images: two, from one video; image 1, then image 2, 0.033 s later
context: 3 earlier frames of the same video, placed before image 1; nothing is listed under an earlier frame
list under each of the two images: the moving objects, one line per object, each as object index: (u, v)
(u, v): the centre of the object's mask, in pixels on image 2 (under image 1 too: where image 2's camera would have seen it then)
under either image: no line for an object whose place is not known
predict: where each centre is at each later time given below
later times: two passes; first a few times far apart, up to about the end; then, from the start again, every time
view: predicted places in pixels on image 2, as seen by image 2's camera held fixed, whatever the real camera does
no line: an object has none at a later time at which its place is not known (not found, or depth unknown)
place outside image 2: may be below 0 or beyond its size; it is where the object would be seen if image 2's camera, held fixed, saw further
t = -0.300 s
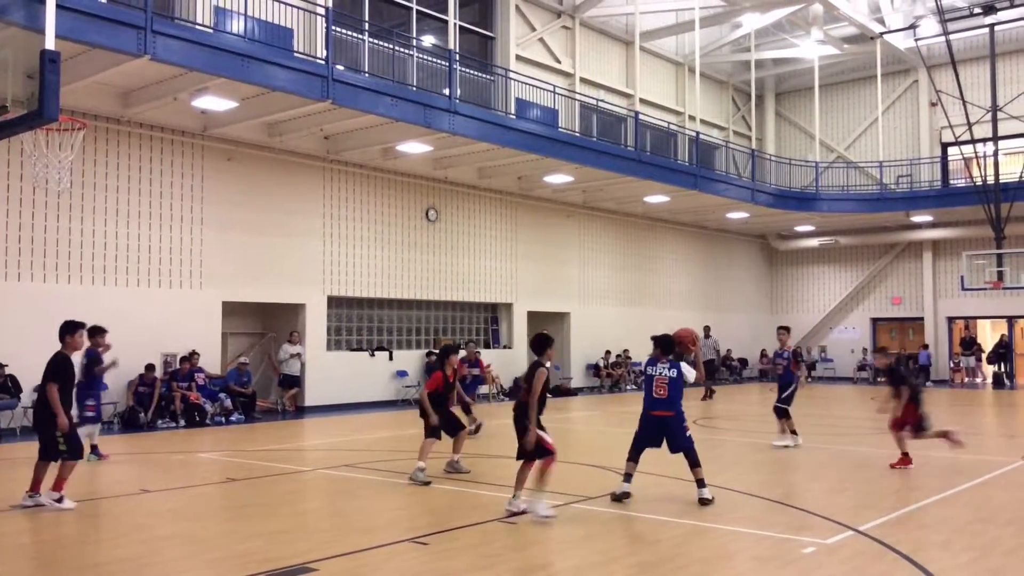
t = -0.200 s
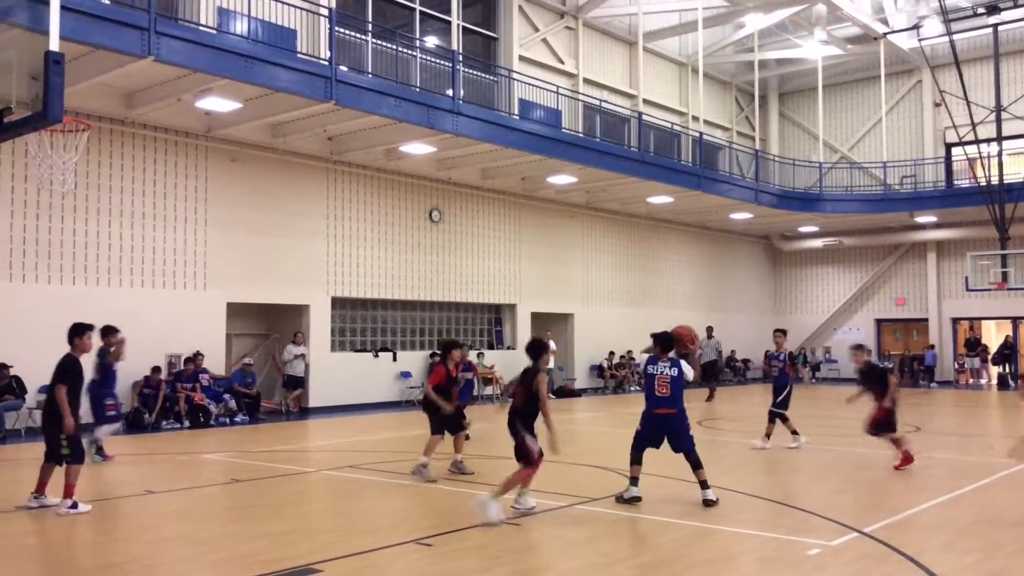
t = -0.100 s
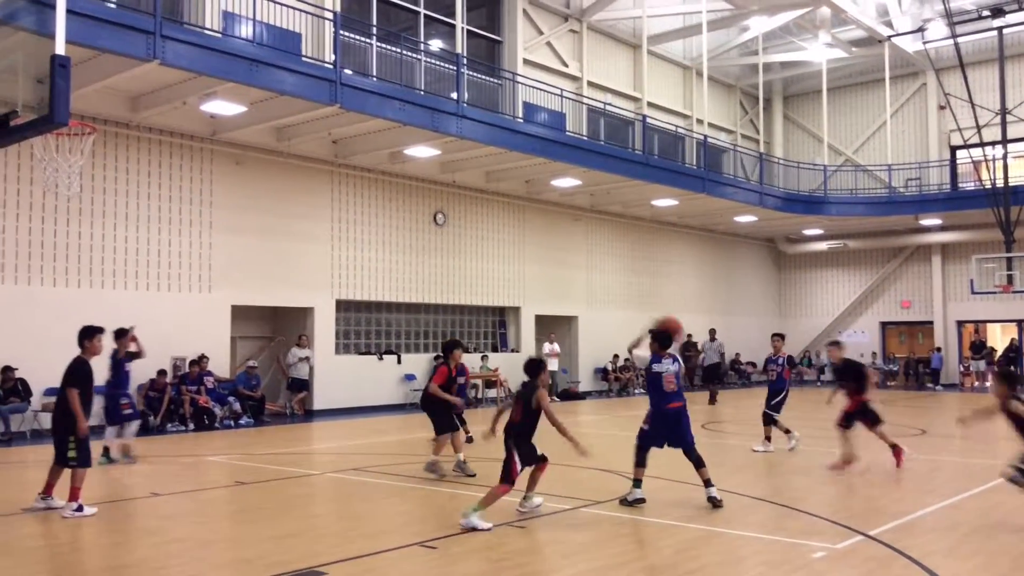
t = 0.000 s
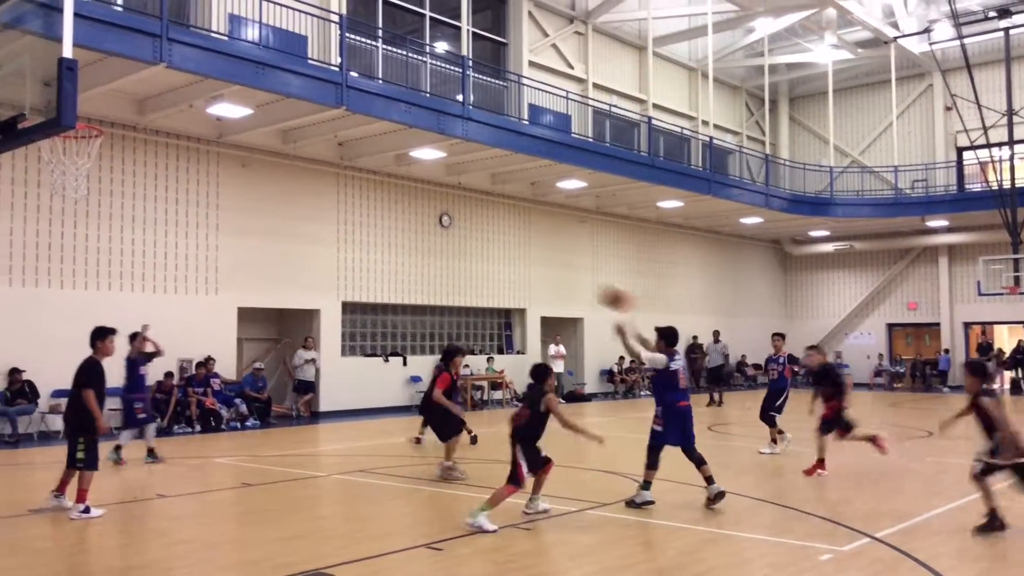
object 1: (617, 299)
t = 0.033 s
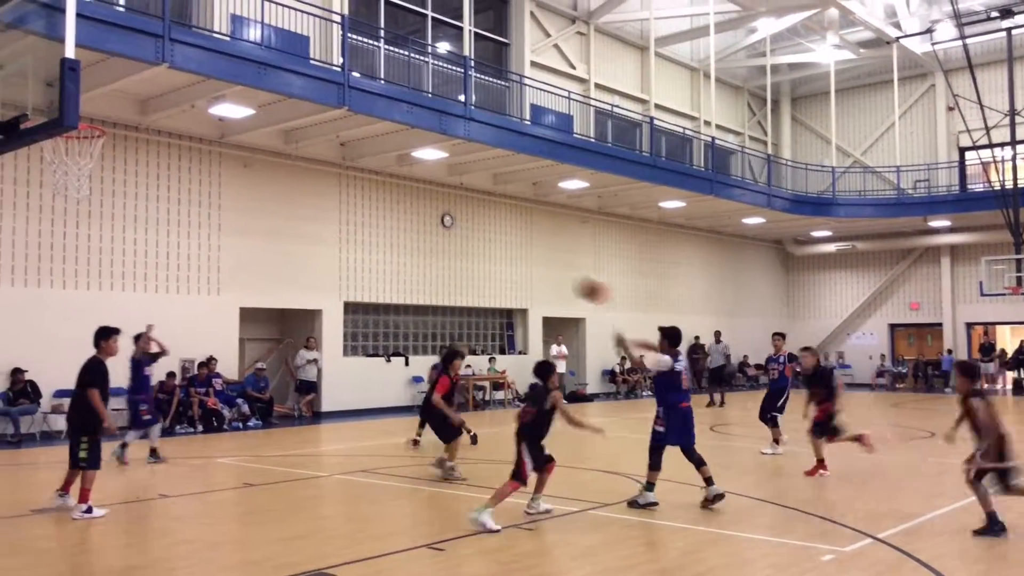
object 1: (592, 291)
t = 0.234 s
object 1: (453, 263)
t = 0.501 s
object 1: (302, 280)
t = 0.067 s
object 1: (567, 282)
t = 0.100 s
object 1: (542, 276)
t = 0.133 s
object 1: (519, 271)
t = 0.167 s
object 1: (498, 268)
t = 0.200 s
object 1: (475, 265)
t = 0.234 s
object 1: (453, 263)
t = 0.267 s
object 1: (433, 263)
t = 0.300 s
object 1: (413, 263)
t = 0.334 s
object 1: (393, 264)
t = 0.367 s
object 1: (373, 265)
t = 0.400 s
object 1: (355, 267)
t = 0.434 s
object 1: (337, 270)
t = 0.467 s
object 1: (319, 274)
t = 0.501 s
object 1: (302, 280)
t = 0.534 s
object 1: (286, 285)
